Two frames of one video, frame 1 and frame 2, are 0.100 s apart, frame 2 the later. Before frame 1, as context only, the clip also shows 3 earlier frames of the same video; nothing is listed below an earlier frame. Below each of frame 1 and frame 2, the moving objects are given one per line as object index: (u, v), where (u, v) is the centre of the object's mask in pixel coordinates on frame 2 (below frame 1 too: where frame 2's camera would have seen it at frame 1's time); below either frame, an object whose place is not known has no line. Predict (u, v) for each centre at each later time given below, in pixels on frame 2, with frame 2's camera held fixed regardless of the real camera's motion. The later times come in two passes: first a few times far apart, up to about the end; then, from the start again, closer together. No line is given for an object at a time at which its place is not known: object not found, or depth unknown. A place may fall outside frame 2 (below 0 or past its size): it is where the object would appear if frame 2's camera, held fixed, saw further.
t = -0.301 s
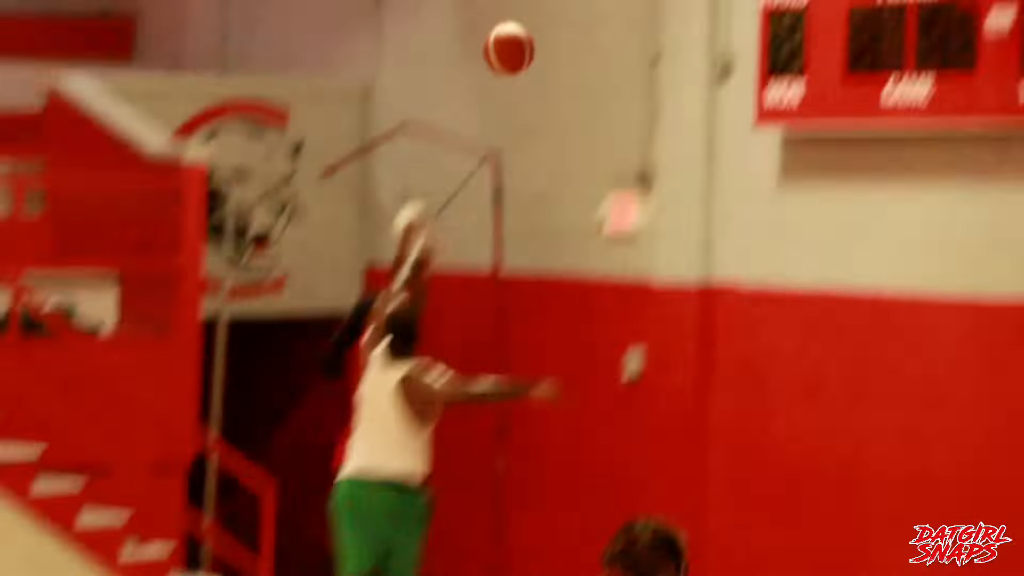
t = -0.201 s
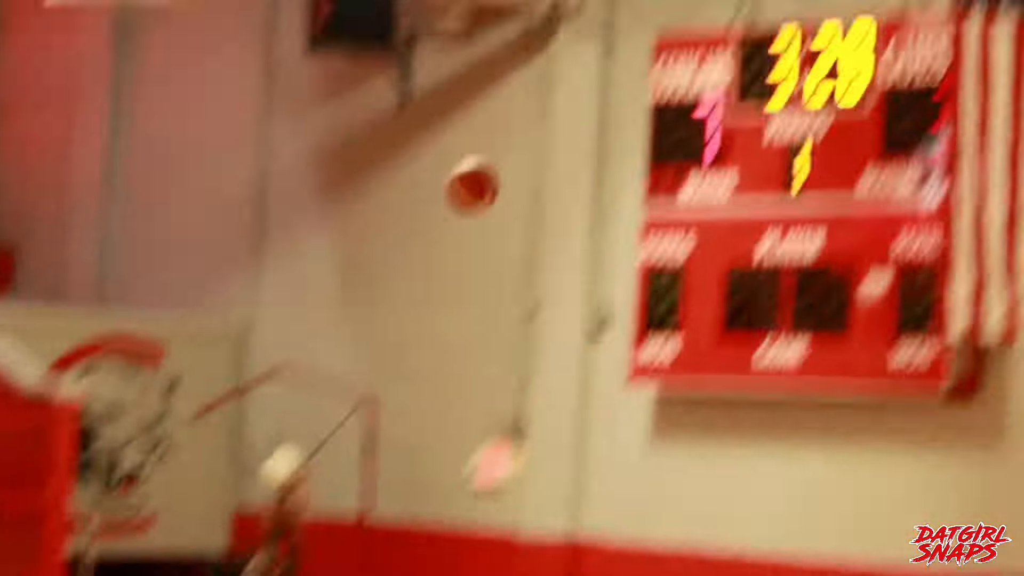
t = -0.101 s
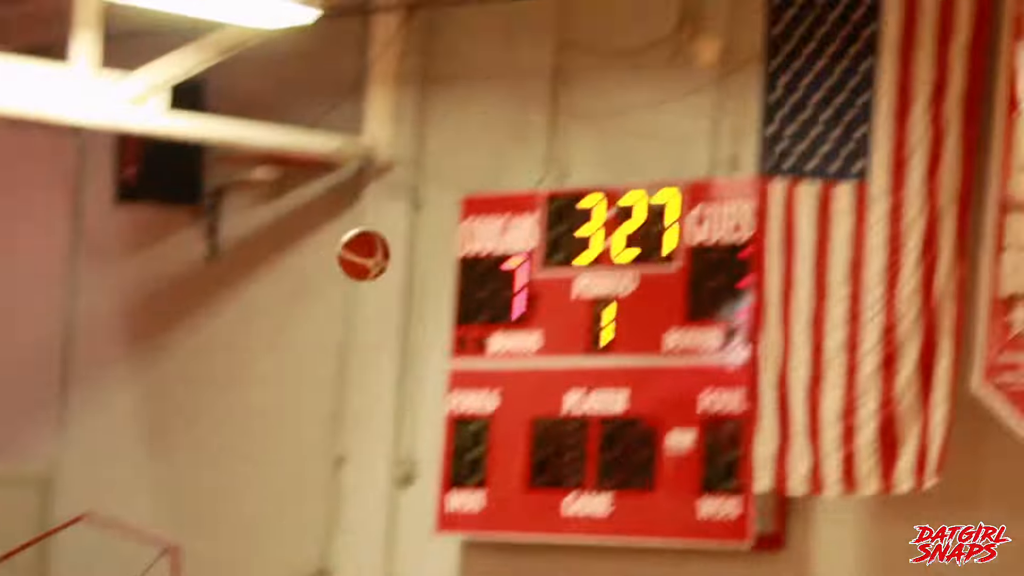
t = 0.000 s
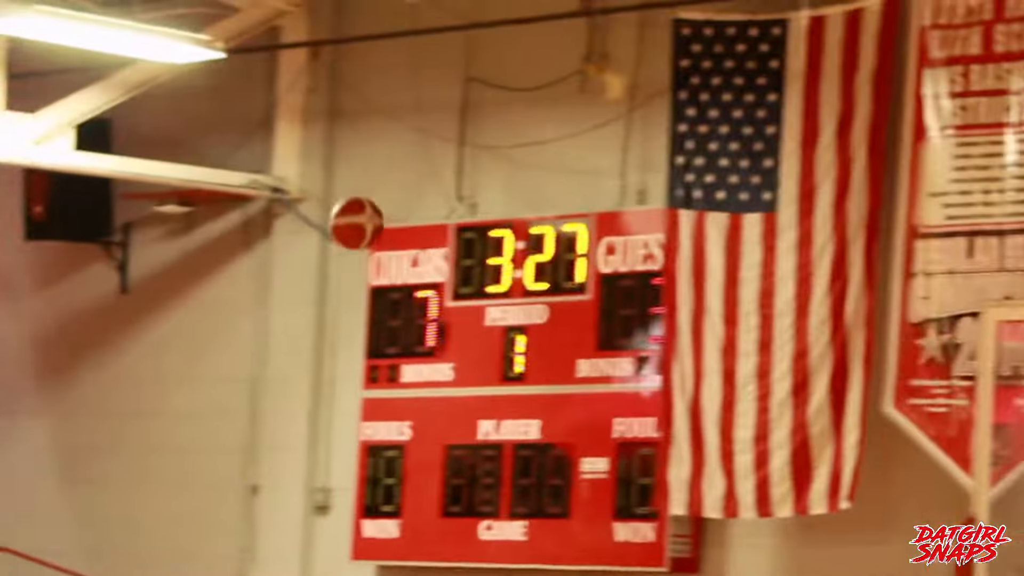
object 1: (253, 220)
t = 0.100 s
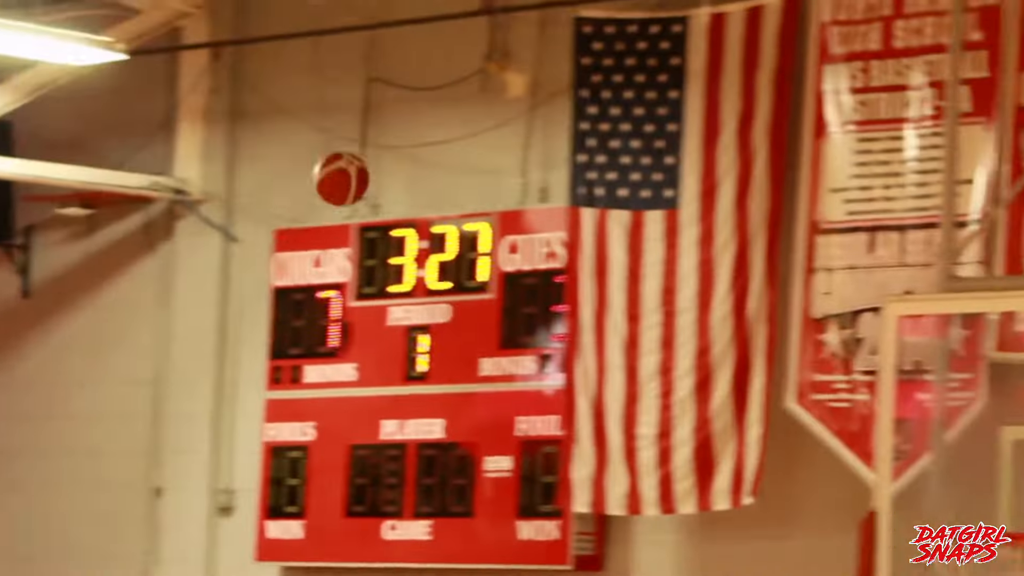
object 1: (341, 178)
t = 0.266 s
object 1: (486, 153)
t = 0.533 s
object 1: (717, 239)
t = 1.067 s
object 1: (849, 342)
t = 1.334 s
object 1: (670, 337)
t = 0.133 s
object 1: (369, 169)
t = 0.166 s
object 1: (398, 162)
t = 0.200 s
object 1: (428, 155)
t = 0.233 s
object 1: (457, 153)
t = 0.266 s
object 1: (486, 153)
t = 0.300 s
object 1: (514, 153)
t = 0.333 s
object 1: (542, 157)
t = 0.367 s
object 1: (571, 165)
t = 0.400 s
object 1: (599, 175)
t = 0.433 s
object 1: (629, 187)
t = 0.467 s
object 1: (658, 201)
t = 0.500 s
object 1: (687, 219)
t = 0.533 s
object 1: (717, 239)
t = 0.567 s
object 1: (746, 263)
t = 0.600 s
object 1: (776, 287)
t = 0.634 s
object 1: (808, 316)
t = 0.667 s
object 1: (839, 350)
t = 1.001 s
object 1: (881, 361)
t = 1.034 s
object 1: (860, 347)
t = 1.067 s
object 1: (849, 342)
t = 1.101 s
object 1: (829, 333)
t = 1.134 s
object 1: (805, 325)
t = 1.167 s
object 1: (783, 321)
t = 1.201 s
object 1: (760, 318)
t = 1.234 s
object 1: (738, 318)
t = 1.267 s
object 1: (716, 322)
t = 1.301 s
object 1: (693, 328)
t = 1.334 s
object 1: (670, 337)
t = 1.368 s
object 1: (647, 347)
